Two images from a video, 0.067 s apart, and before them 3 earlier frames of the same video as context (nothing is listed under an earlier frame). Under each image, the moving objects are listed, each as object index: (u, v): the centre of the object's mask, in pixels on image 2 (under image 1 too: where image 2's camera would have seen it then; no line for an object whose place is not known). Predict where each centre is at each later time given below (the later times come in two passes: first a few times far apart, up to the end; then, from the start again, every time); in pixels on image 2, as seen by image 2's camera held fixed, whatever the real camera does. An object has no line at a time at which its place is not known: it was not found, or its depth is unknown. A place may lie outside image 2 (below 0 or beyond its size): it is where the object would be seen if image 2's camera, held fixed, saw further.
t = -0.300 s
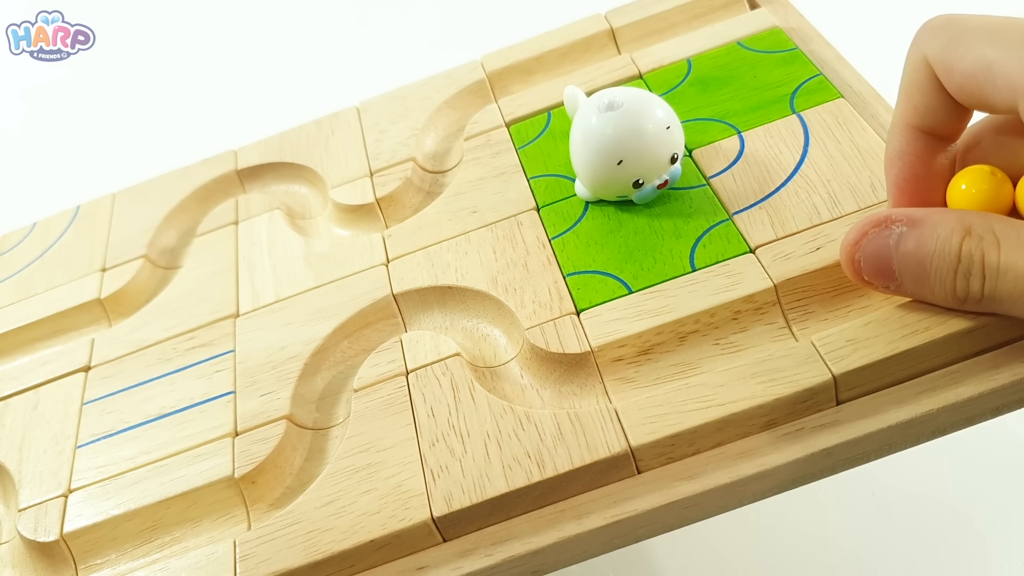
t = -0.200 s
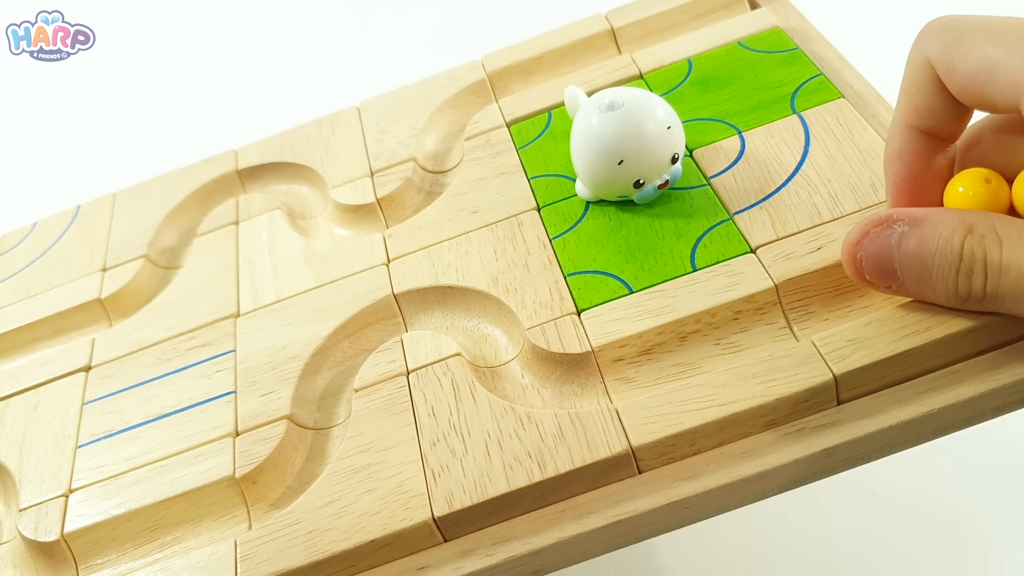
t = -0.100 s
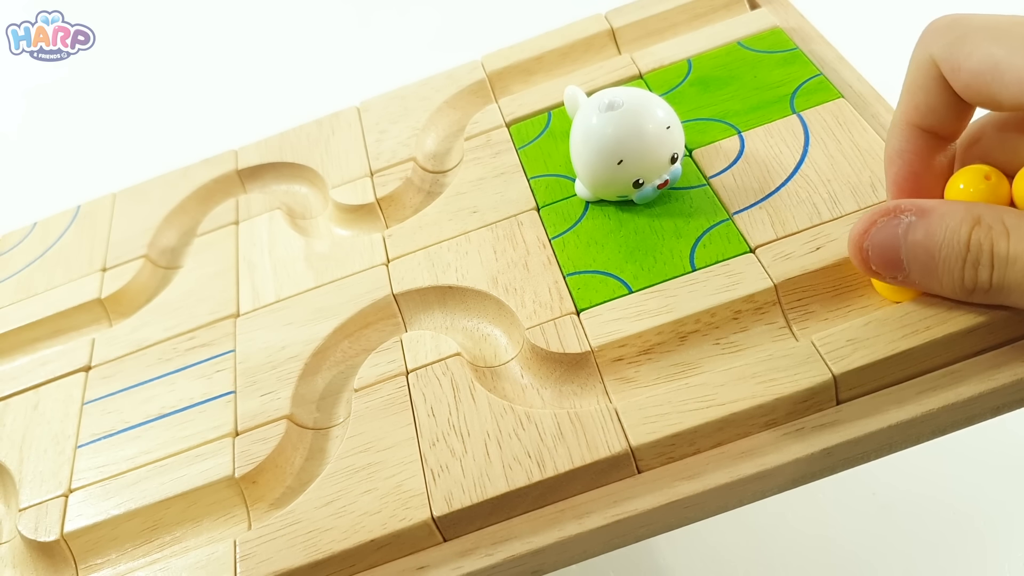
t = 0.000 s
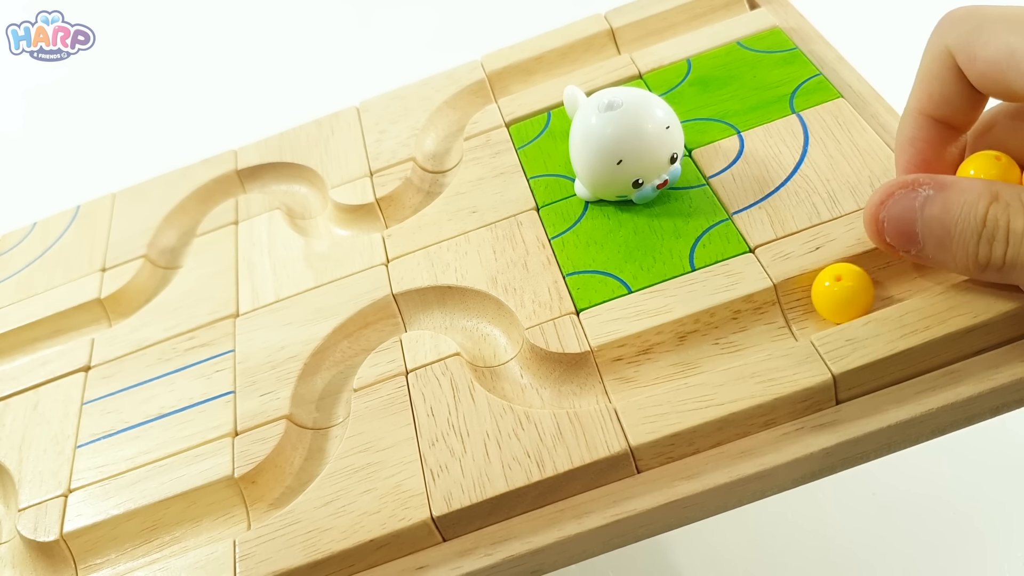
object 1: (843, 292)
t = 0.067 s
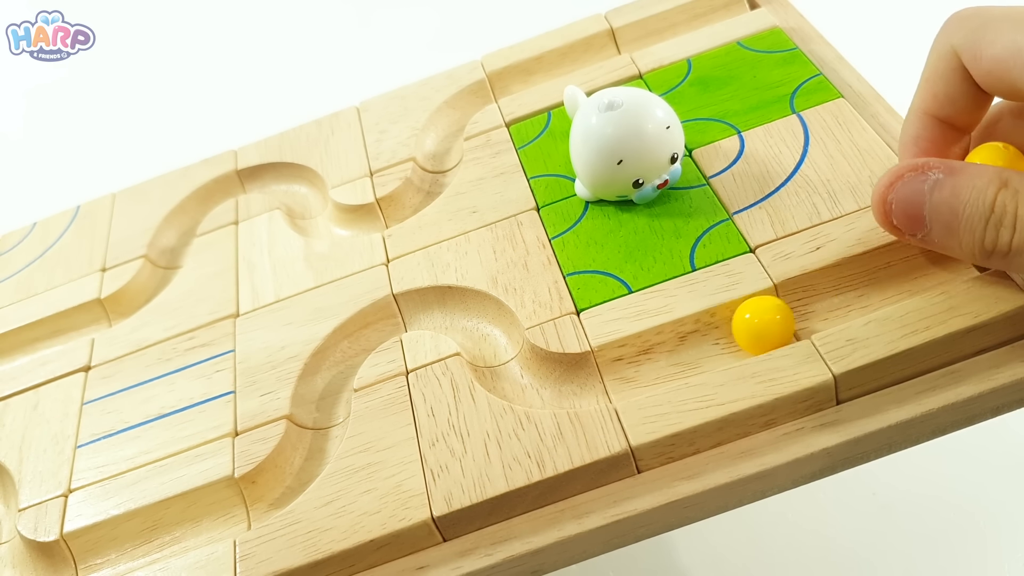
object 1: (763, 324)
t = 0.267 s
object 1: (465, 318)
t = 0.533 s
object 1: (148, 537)
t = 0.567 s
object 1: (78, 557)
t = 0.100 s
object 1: (710, 343)
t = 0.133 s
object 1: (647, 362)
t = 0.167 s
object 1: (579, 384)
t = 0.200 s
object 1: (515, 373)
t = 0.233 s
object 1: (486, 340)
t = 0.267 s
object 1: (465, 318)
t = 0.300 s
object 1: (423, 308)
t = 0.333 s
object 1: (373, 327)
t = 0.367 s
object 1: (330, 364)
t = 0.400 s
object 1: (321, 412)
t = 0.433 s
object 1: (304, 456)
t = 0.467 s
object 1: (263, 495)
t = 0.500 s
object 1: (209, 516)
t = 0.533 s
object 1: (148, 537)
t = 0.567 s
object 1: (78, 557)
